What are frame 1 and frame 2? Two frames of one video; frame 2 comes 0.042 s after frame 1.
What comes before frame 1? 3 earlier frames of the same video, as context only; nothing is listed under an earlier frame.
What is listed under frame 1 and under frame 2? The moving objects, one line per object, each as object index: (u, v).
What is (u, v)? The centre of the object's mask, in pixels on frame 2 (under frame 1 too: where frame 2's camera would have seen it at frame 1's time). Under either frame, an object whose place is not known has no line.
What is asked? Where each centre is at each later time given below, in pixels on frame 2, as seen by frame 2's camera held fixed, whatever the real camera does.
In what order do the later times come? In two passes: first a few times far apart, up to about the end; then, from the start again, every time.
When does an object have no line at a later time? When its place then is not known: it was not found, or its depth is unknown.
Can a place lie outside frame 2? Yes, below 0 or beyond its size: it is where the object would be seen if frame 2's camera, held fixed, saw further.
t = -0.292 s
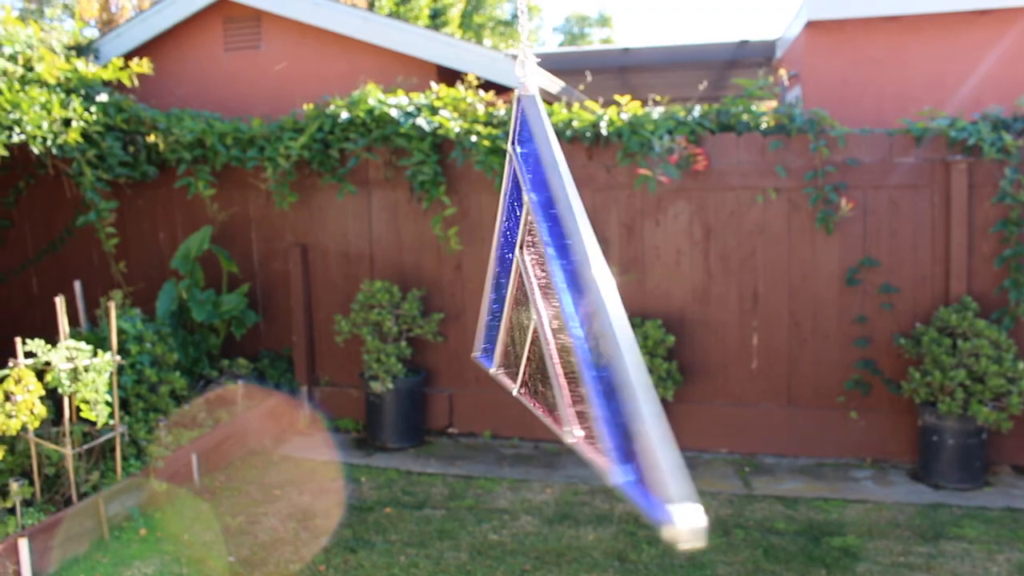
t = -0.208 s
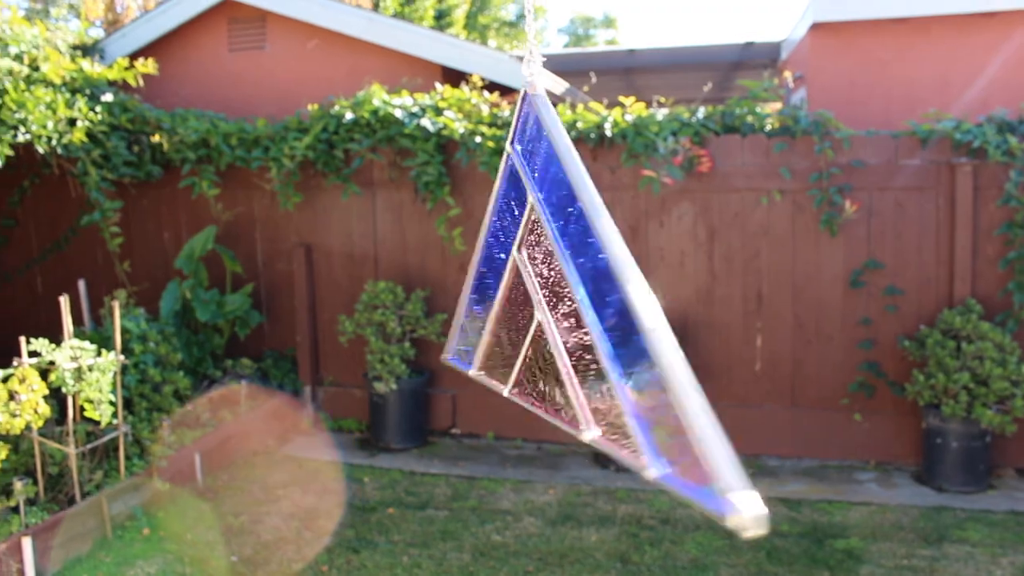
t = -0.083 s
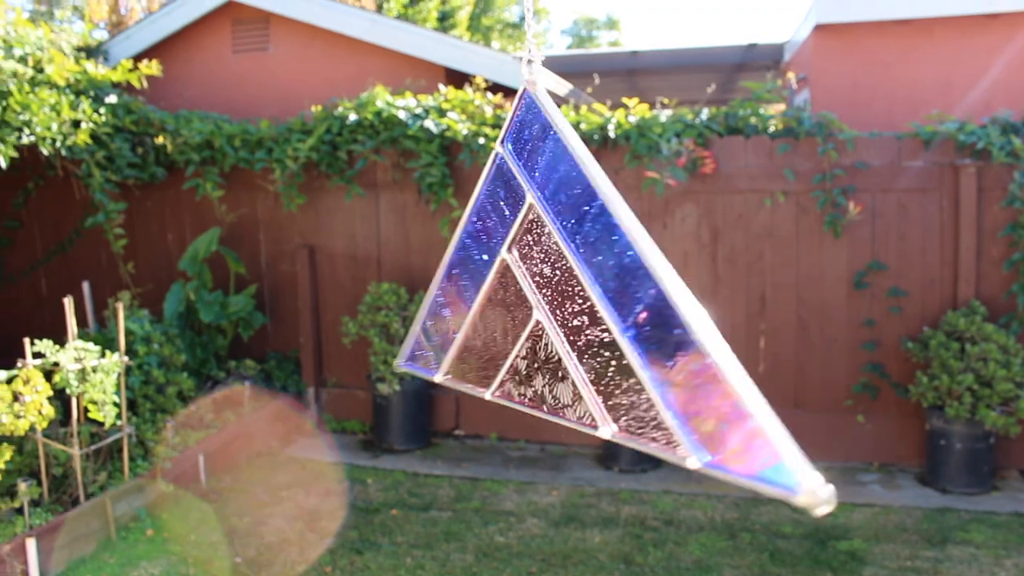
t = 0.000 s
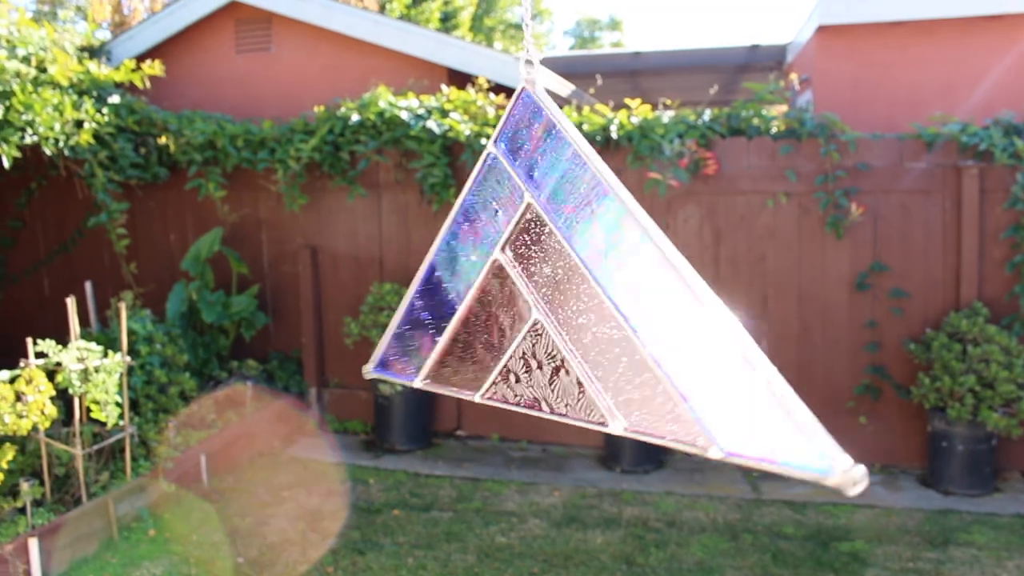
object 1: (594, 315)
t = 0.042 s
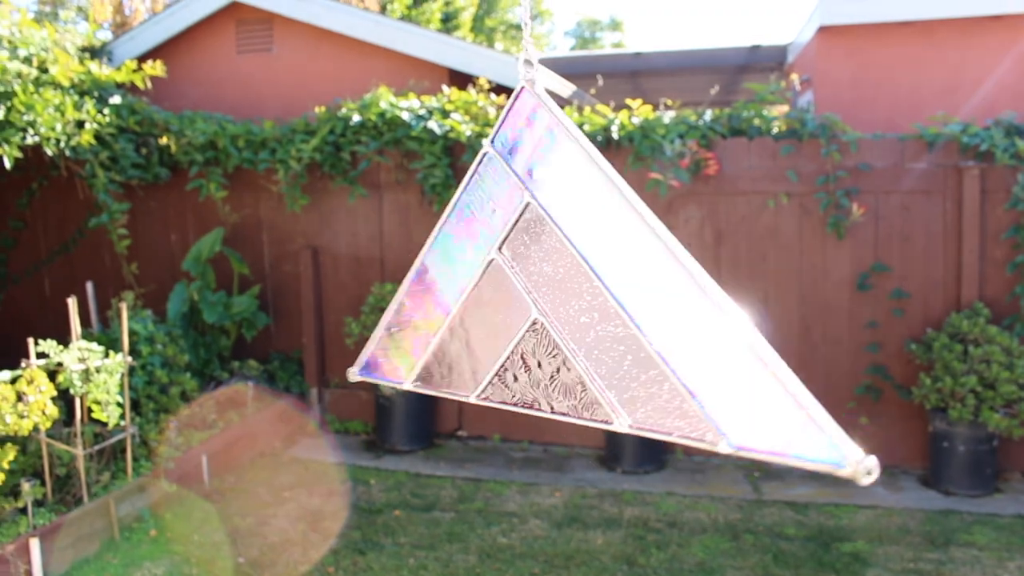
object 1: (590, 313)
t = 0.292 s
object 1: (562, 302)
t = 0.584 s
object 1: (531, 296)
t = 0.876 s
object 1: (504, 306)
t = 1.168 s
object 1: (496, 321)
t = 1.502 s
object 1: (542, 350)
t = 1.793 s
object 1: (582, 320)
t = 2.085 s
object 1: (575, 304)
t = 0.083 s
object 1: (586, 310)
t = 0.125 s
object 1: (582, 308)
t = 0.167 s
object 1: (576, 306)
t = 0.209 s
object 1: (572, 305)
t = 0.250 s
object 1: (567, 302)
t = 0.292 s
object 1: (562, 302)
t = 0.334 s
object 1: (557, 301)
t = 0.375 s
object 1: (552, 300)
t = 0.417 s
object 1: (548, 299)
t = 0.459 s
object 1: (543, 298)
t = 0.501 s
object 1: (539, 297)
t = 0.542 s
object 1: (535, 296)
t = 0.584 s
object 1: (531, 296)
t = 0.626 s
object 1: (527, 298)
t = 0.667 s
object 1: (522, 299)
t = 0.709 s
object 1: (518, 299)
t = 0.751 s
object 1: (514, 300)
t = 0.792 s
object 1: (511, 302)
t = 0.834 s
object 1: (507, 303)
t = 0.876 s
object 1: (504, 306)
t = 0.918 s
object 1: (502, 308)
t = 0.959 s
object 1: (500, 310)
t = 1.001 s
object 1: (499, 311)
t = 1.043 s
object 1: (497, 314)
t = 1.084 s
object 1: (497, 316)
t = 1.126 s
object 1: (495, 318)
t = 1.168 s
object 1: (496, 321)
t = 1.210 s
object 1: (498, 324)
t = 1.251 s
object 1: (499, 326)
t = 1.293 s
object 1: (503, 328)
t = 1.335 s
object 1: (507, 330)
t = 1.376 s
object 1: (512, 333)
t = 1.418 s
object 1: (519, 336)
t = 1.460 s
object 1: (526, 342)
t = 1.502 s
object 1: (542, 350)
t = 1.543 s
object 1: (550, 342)
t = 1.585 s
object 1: (558, 335)
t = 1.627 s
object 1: (565, 331)
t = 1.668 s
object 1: (572, 327)
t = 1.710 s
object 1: (575, 324)
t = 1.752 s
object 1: (579, 322)
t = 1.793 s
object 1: (582, 320)
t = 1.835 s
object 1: (584, 317)
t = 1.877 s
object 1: (585, 315)
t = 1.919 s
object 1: (585, 310)
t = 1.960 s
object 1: (583, 308)
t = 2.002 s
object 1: (582, 306)
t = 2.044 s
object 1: (579, 303)
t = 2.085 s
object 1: (575, 304)
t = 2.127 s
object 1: (571, 303)
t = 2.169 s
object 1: (568, 303)
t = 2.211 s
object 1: (563, 300)
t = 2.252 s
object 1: (559, 299)
